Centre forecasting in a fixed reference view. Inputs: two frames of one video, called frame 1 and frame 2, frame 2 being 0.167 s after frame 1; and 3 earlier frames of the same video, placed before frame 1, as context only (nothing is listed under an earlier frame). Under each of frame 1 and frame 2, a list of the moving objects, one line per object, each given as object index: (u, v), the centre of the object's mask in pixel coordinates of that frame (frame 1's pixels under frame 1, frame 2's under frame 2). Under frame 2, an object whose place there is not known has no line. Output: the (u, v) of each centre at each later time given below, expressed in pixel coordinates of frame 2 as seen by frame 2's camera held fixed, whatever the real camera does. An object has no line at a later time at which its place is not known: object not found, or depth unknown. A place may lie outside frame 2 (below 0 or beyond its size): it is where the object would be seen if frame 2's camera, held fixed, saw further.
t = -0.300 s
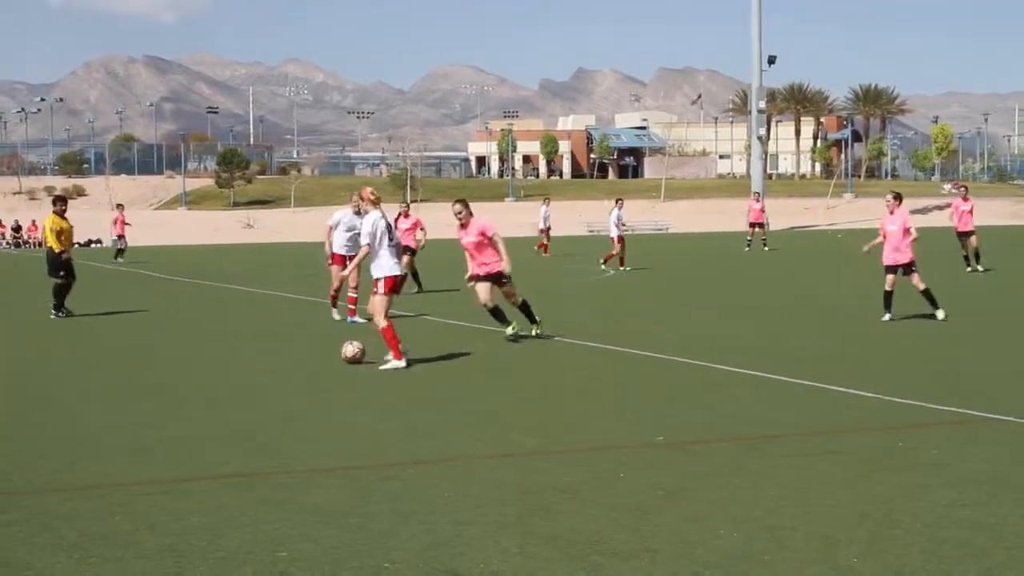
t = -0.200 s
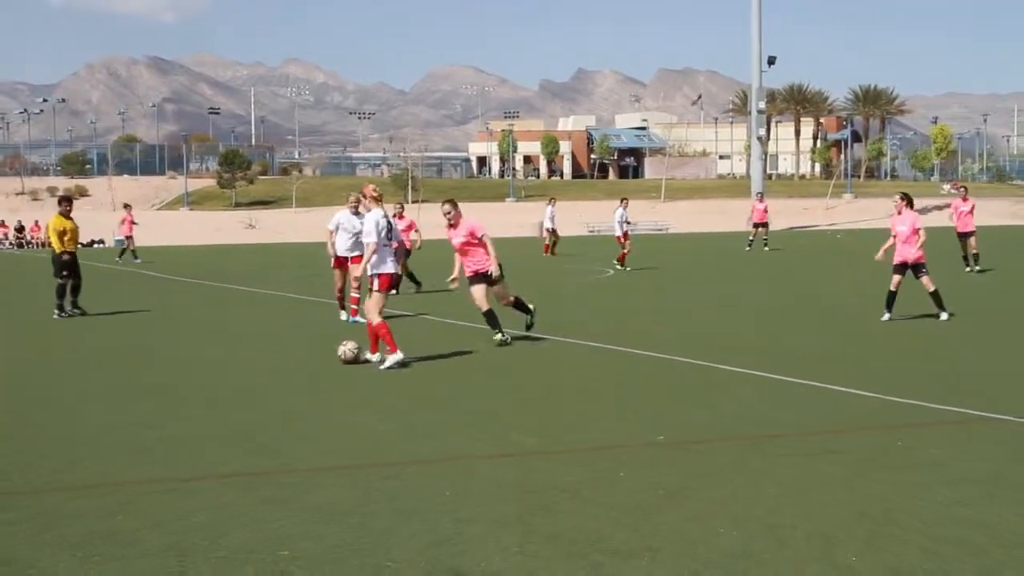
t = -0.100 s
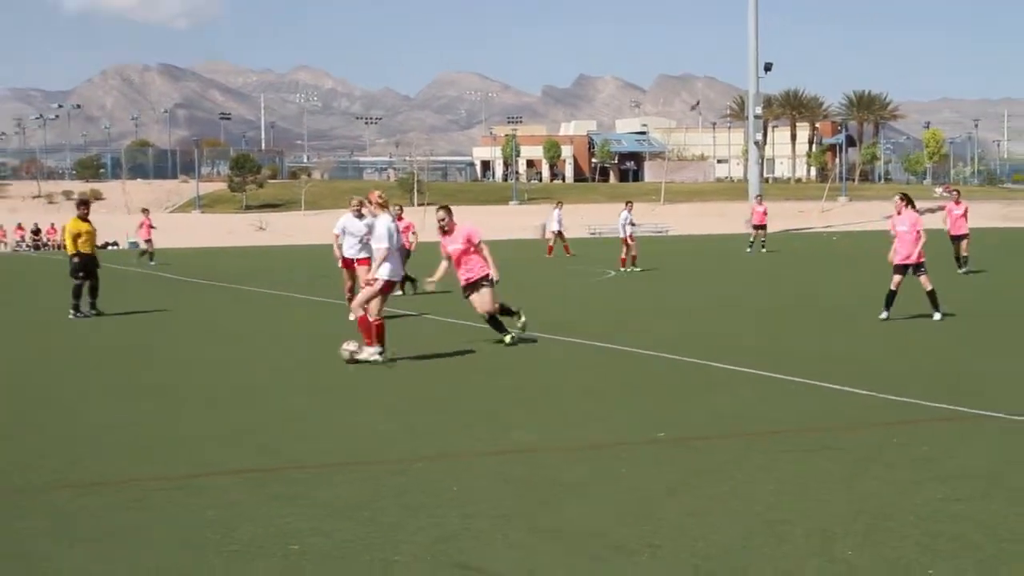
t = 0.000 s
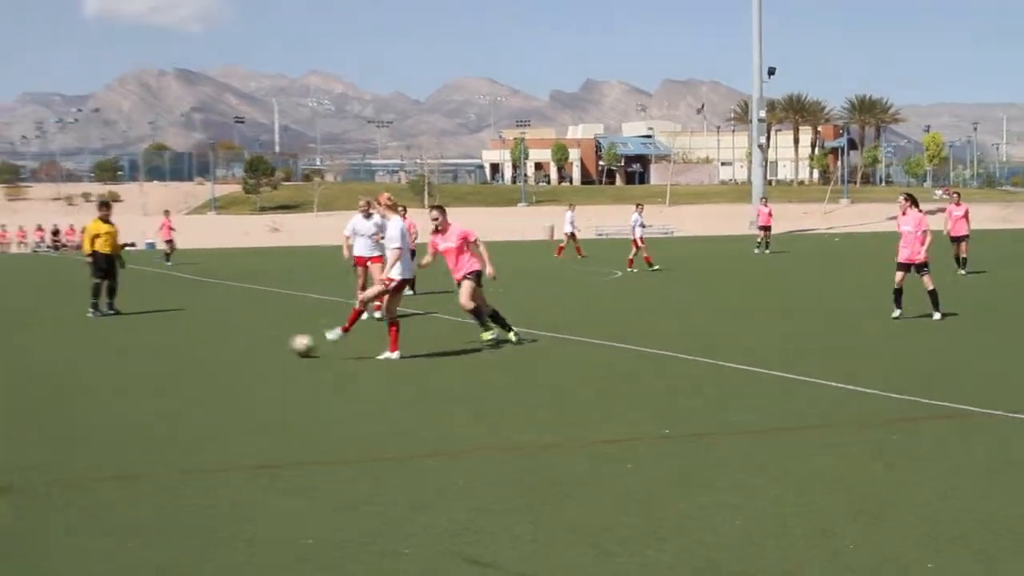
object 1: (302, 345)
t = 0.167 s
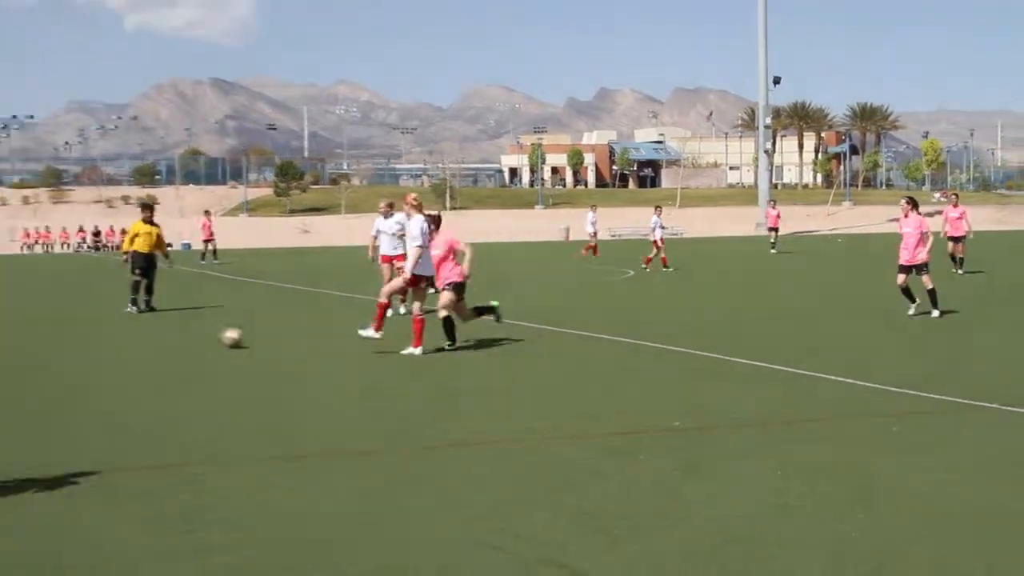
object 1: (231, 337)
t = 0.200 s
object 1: (213, 336)
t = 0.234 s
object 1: (195, 335)
